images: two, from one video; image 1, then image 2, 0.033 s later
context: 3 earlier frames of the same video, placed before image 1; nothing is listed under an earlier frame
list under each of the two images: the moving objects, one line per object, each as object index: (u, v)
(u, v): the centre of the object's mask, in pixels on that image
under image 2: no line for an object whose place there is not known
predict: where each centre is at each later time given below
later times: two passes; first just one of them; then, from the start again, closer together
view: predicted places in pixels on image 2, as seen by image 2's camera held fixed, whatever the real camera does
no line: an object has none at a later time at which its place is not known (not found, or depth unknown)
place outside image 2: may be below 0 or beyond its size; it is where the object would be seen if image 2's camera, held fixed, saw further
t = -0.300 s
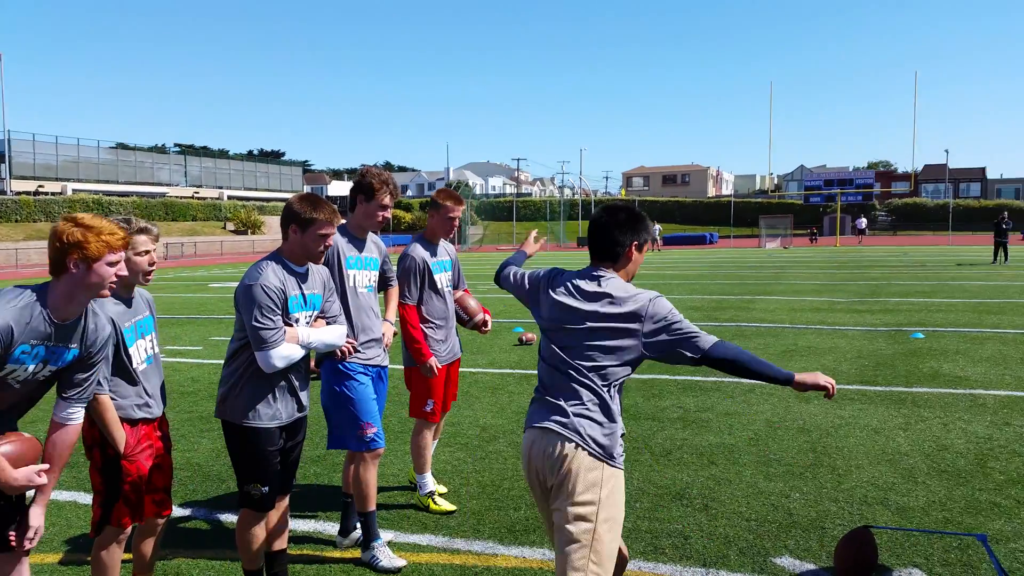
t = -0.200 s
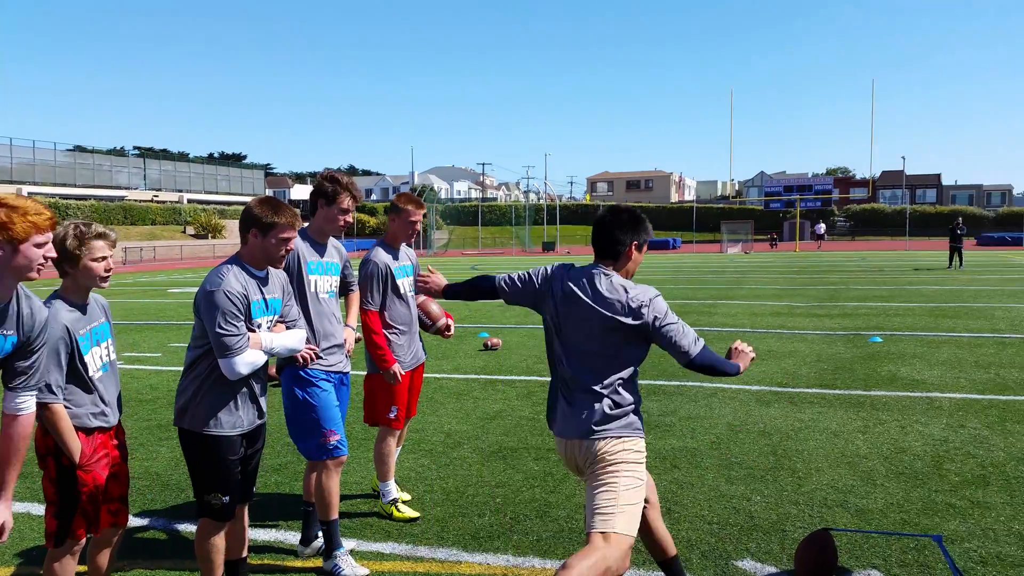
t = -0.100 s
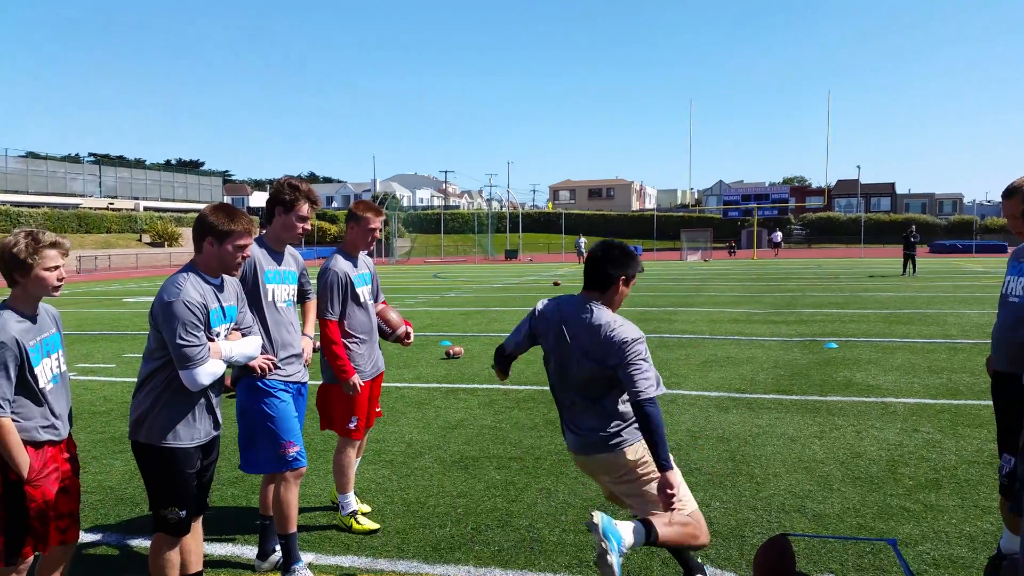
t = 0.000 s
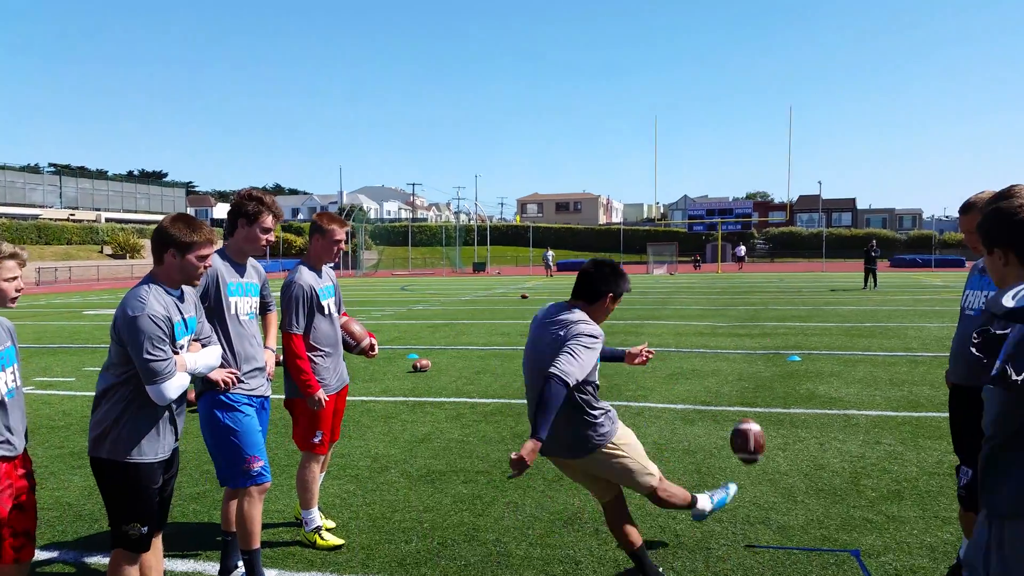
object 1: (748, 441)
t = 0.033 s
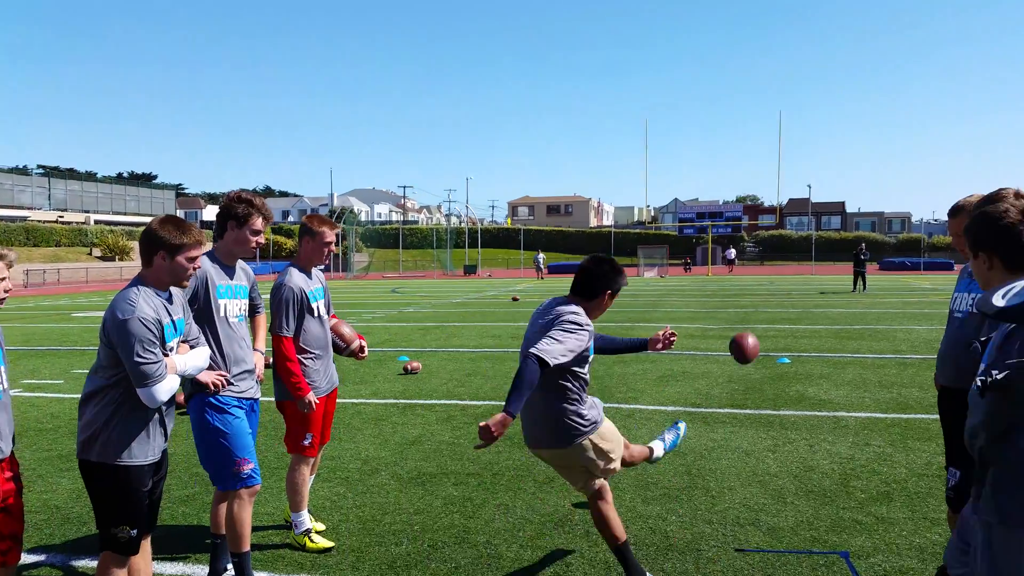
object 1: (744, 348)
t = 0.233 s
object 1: (767, 68)
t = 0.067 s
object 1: (748, 273)
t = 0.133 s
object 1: (757, 166)
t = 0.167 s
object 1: (760, 127)
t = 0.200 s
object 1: (764, 95)
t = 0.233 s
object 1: (767, 68)
